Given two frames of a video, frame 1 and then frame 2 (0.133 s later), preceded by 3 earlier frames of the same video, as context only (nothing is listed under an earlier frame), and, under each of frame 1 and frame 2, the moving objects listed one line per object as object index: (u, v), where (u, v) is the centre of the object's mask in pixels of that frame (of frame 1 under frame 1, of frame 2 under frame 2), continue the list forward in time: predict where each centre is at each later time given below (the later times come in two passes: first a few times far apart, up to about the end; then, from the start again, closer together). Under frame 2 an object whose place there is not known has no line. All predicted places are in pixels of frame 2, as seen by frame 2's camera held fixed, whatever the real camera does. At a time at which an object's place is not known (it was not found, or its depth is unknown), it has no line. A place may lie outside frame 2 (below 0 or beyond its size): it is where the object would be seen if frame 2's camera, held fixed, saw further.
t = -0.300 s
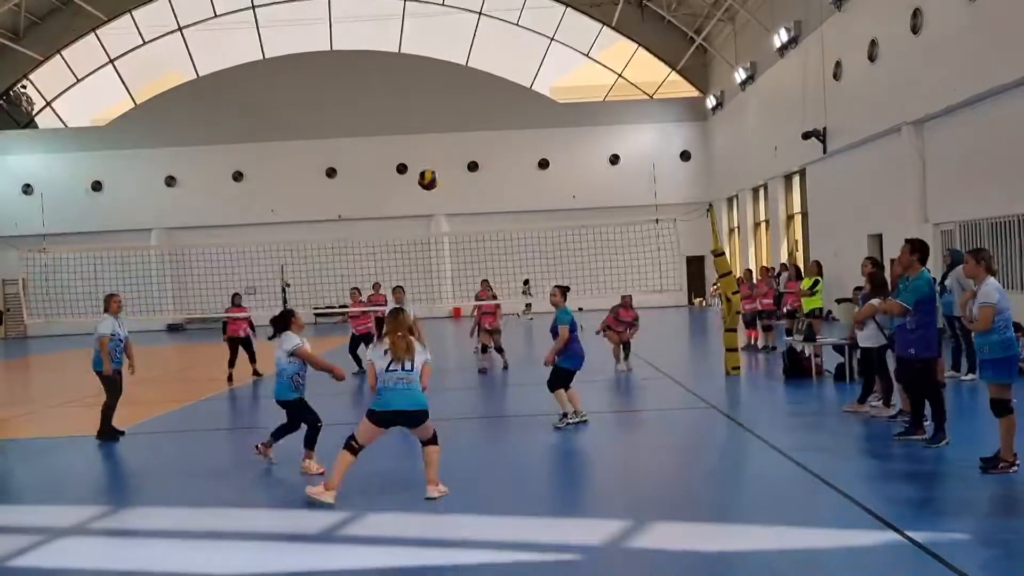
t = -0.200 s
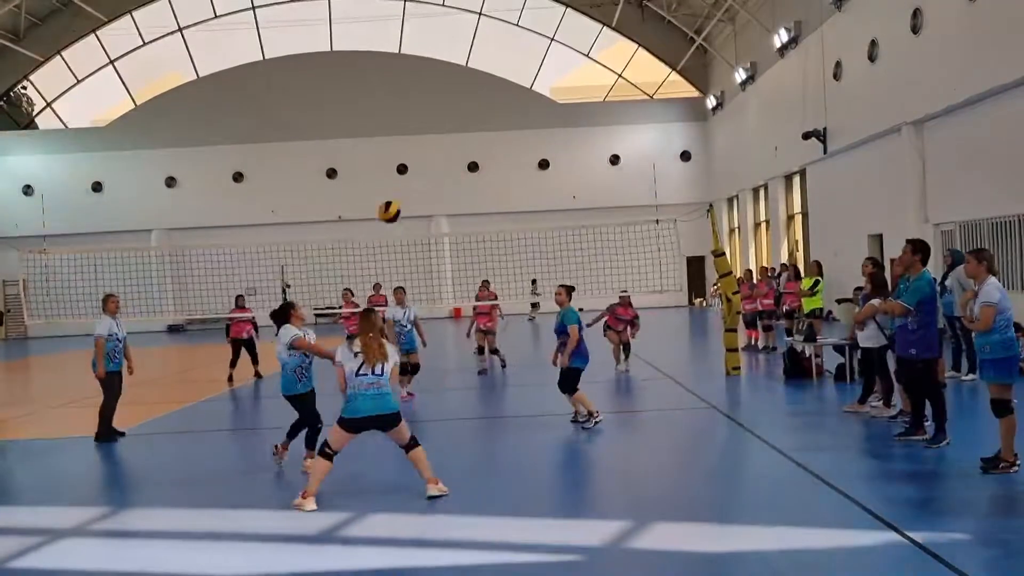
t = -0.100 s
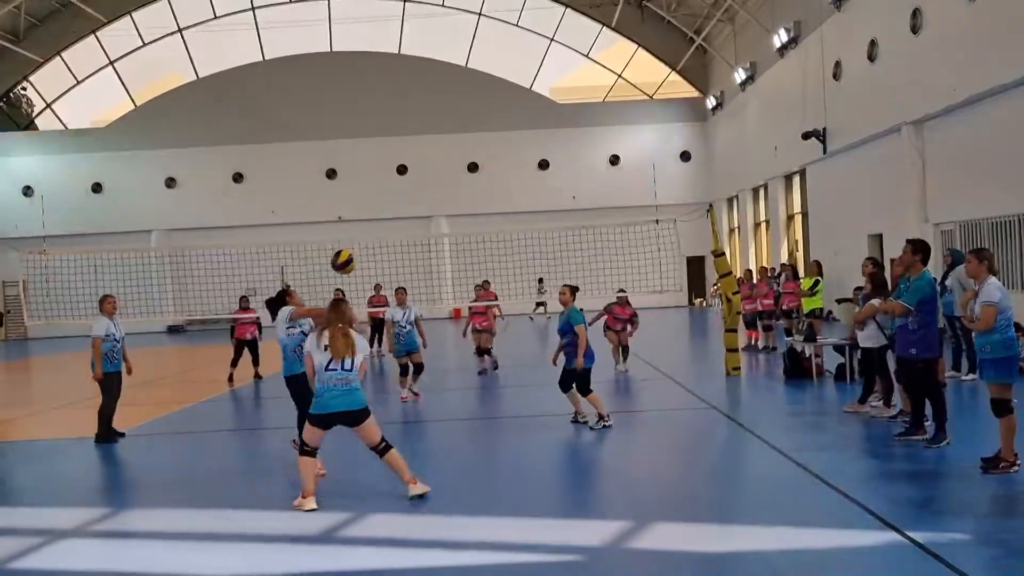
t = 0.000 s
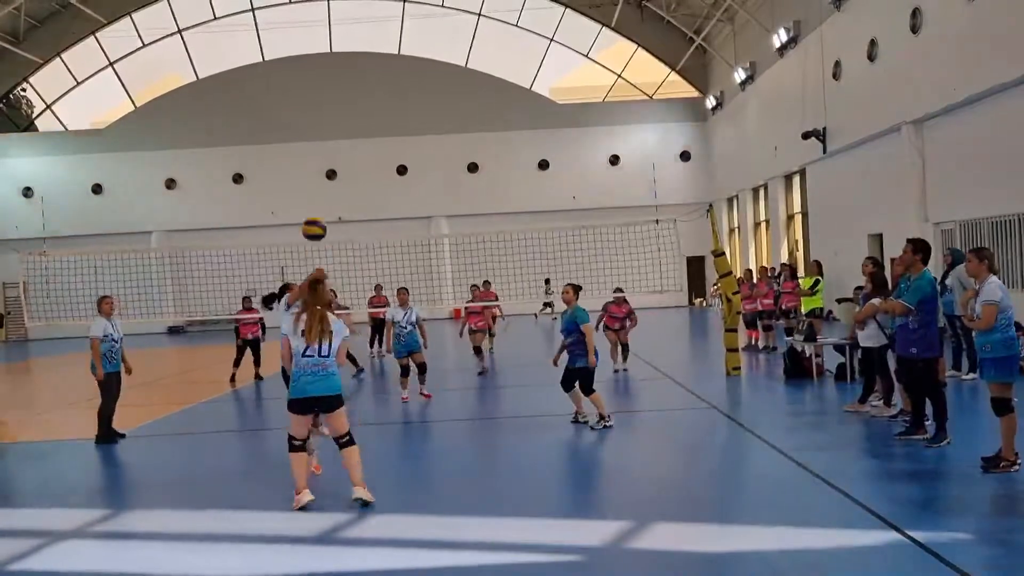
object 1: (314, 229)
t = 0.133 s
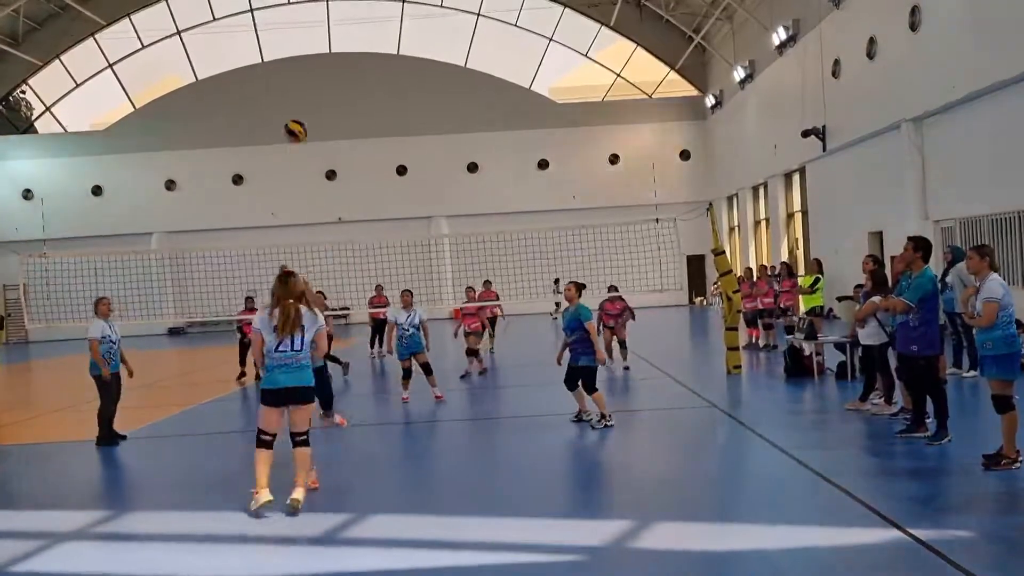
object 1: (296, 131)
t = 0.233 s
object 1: (283, 78)
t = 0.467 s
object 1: (259, 7)
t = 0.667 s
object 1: (244, 0)
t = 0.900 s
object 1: (230, 26)
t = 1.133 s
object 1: (221, 101)
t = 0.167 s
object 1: (290, 112)
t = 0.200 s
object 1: (287, 94)
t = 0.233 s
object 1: (283, 78)
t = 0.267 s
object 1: (279, 63)
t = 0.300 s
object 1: (275, 51)
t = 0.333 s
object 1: (272, 39)
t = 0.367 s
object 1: (269, 28)
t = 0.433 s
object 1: (263, 12)
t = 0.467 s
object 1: (259, 7)
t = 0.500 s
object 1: (257, 4)
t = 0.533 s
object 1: (254, 3)
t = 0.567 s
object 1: (251, 1)
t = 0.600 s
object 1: (248, 0)
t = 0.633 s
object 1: (246, 0)
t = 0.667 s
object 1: (244, 0)
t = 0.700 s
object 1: (241, 1)
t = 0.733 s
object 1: (239, 2)
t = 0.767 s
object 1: (237, 4)
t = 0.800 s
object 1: (235, 7)
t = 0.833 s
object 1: (233, 13)
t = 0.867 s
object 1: (231, 19)
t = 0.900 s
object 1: (230, 26)
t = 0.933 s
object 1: (228, 35)
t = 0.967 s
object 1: (226, 44)
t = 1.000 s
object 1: (225, 54)
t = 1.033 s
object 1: (224, 64)
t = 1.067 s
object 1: (223, 75)
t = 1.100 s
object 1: (223, 88)
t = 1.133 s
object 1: (221, 101)
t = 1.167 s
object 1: (221, 114)
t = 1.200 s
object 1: (220, 128)
